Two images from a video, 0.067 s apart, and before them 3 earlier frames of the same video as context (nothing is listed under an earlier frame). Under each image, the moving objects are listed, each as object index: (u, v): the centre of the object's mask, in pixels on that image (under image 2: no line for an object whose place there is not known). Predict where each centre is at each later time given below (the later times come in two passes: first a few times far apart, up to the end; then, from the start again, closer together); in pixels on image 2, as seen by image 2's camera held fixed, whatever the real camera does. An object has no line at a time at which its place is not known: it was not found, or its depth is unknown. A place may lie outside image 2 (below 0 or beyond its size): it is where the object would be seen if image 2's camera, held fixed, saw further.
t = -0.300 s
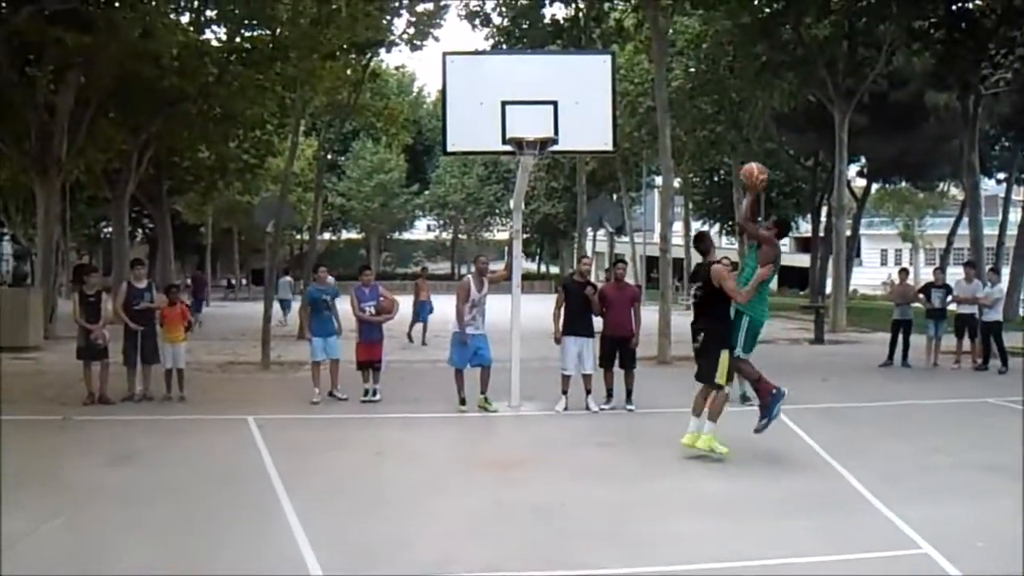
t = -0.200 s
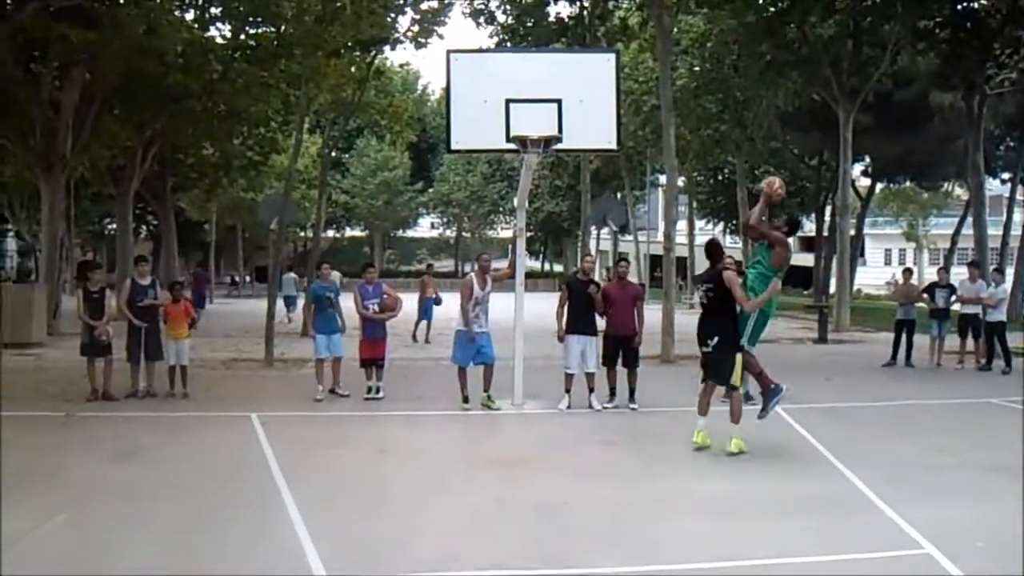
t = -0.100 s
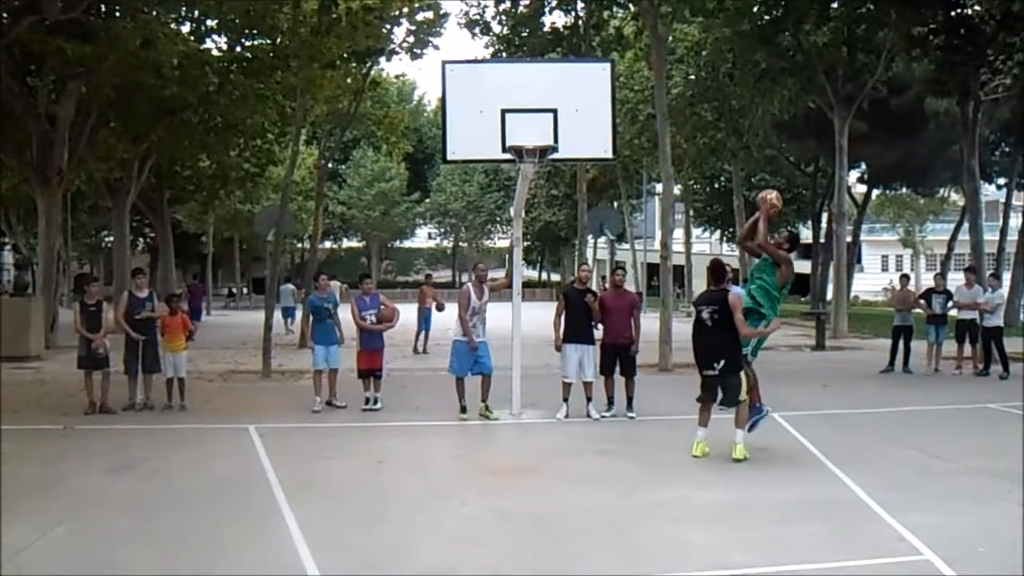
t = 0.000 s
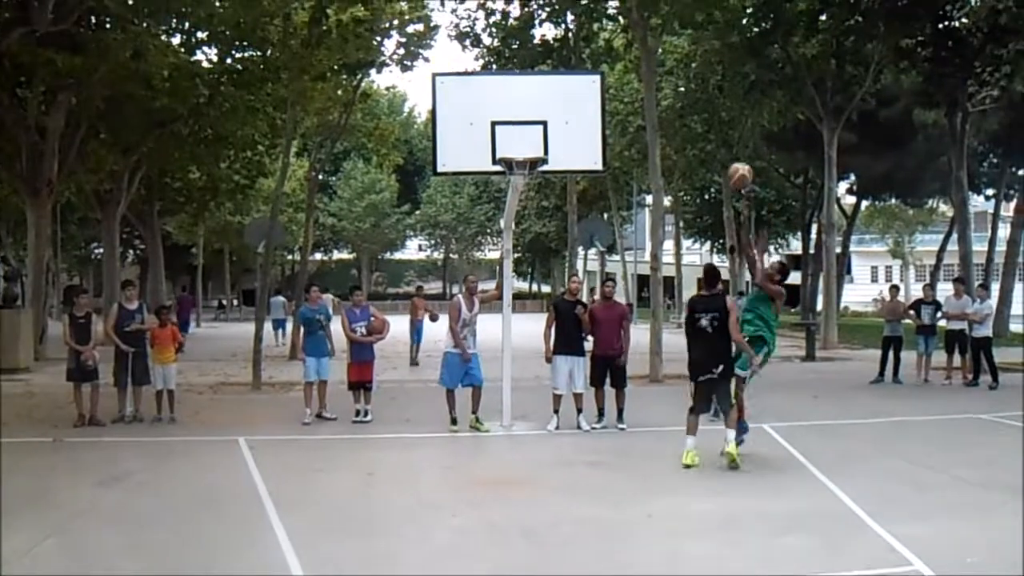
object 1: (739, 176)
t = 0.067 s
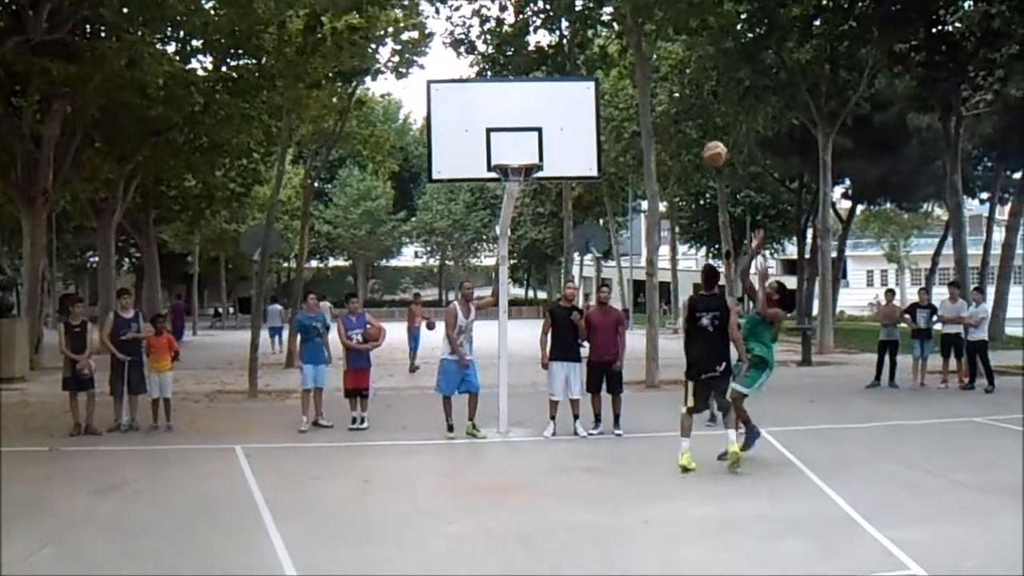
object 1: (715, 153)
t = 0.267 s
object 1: (655, 101)
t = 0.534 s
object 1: (579, 98)
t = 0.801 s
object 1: (505, 163)
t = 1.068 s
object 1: (523, 179)
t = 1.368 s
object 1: (515, 192)
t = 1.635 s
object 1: (522, 208)
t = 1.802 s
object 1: (527, 245)
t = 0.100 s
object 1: (705, 142)
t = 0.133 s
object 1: (695, 131)
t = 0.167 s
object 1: (684, 123)
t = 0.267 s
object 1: (655, 101)
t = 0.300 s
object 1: (646, 96)
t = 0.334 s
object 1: (637, 91)
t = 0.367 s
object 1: (627, 89)
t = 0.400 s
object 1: (619, 89)
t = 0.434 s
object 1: (608, 89)
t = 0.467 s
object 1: (598, 91)
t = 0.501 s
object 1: (588, 94)
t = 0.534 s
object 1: (579, 98)
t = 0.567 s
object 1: (569, 102)
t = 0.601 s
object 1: (560, 108)
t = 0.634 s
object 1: (550, 114)
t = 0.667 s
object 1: (541, 122)
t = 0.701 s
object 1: (532, 131)
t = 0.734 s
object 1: (522, 140)
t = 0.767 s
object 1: (513, 151)
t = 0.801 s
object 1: (505, 163)
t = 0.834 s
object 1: (512, 168)
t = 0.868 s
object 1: (526, 171)
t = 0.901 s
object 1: (529, 172)
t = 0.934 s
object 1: (528, 174)
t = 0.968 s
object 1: (527, 174)
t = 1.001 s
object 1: (524, 175)
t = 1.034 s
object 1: (524, 176)
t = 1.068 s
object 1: (523, 179)
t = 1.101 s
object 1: (522, 181)
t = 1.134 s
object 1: (520, 183)
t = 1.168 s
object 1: (520, 185)
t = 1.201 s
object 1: (519, 188)
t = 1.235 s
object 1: (518, 190)
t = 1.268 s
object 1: (517, 190)
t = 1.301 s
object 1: (515, 190)
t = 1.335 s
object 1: (516, 191)
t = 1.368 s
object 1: (515, 192)
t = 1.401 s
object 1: (516, 192)
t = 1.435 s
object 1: (514, 193)
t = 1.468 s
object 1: (515, 193)
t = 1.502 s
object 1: (515, 195)
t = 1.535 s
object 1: (516, 196)
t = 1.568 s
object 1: (517, 201)
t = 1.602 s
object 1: (520, 204)
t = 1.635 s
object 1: (522, 208)
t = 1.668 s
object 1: (522, 213)
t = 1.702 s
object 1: (522, 220)
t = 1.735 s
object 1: (525, 227)
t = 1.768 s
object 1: (526, 235)
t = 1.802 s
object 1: (527, 245)
